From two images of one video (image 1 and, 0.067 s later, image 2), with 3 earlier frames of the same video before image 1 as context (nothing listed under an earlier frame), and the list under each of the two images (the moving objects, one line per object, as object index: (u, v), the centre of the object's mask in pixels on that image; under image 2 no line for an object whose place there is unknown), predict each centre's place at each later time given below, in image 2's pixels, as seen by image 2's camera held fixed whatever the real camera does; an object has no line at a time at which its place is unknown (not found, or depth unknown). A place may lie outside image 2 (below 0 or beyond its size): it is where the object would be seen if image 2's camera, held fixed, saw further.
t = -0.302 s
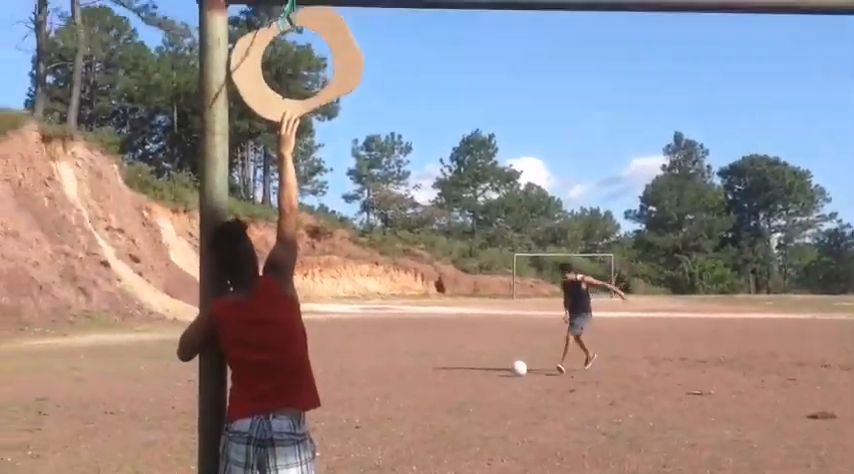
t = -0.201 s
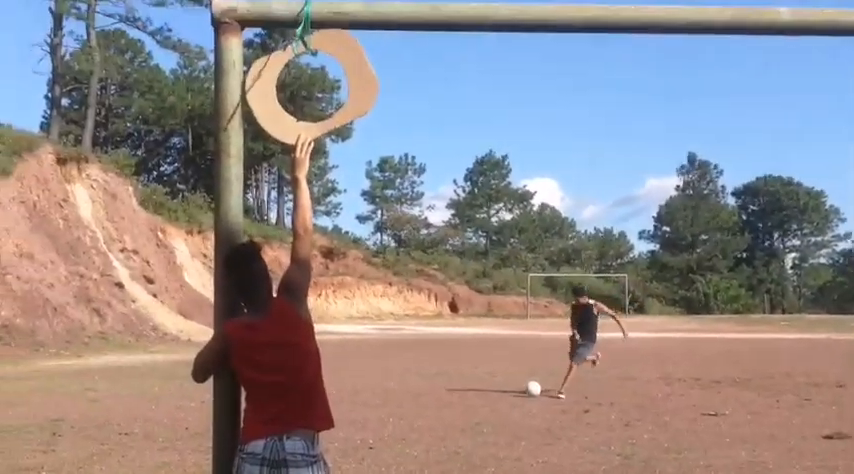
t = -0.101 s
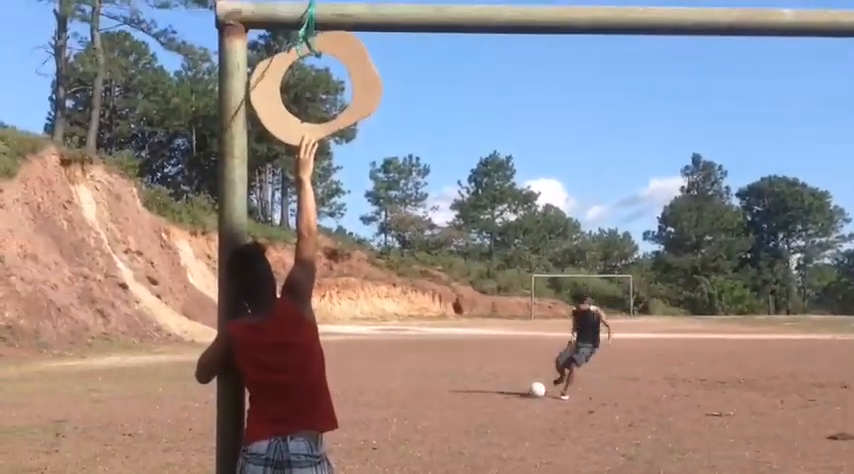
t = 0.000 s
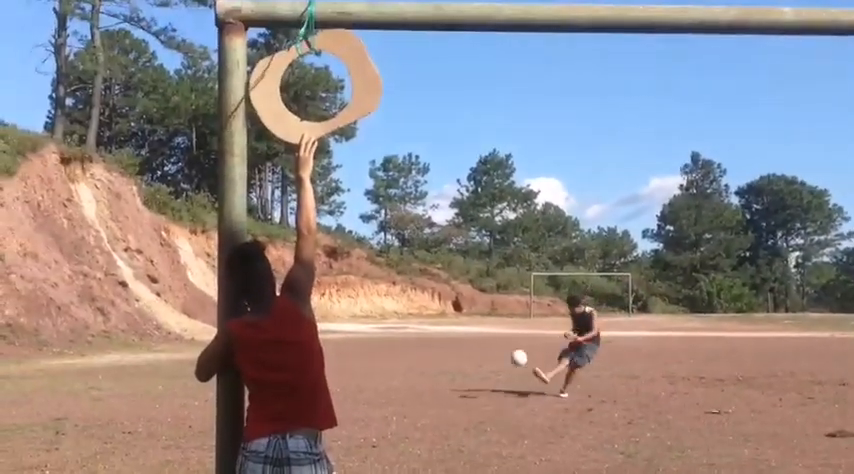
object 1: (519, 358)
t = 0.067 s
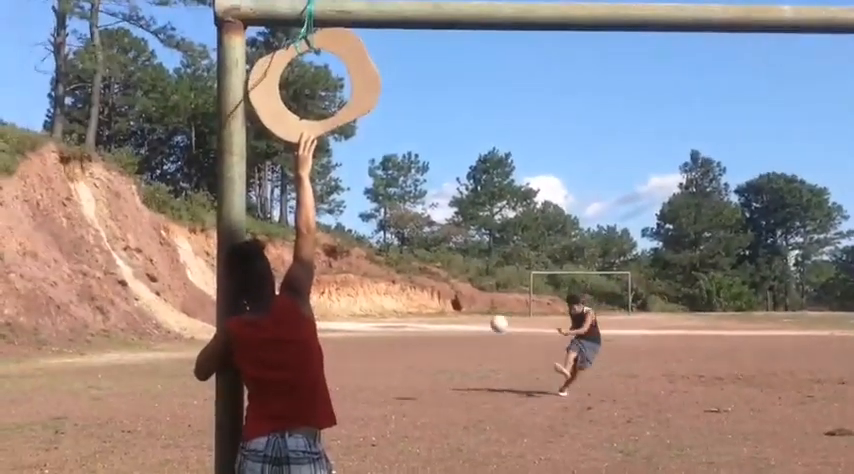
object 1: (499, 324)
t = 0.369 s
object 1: (398, 168)
